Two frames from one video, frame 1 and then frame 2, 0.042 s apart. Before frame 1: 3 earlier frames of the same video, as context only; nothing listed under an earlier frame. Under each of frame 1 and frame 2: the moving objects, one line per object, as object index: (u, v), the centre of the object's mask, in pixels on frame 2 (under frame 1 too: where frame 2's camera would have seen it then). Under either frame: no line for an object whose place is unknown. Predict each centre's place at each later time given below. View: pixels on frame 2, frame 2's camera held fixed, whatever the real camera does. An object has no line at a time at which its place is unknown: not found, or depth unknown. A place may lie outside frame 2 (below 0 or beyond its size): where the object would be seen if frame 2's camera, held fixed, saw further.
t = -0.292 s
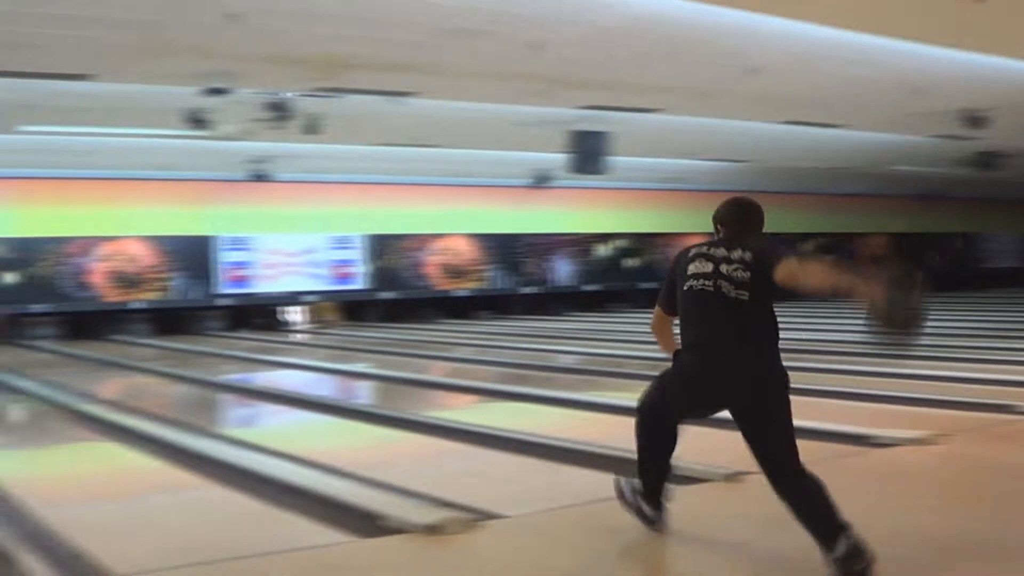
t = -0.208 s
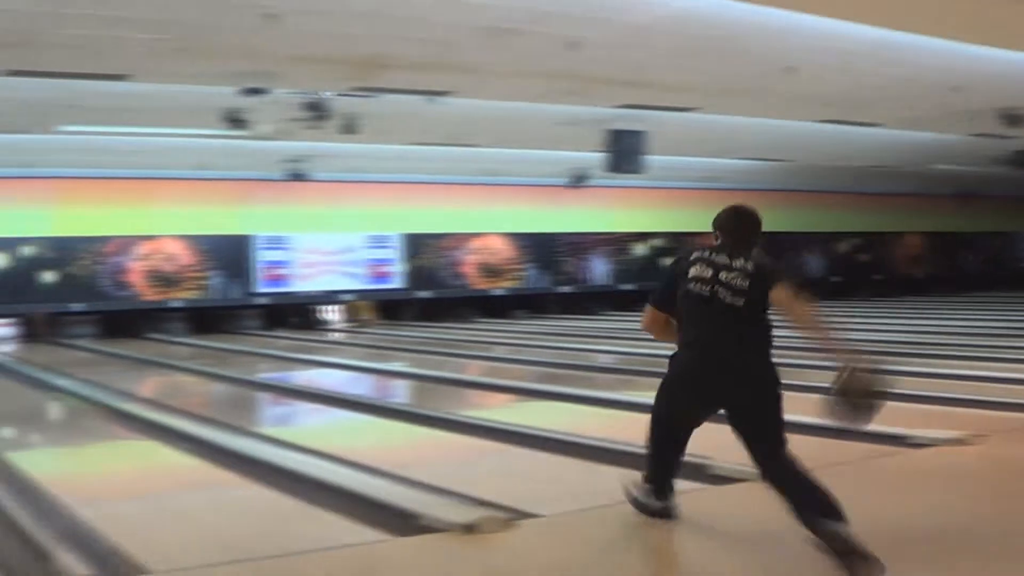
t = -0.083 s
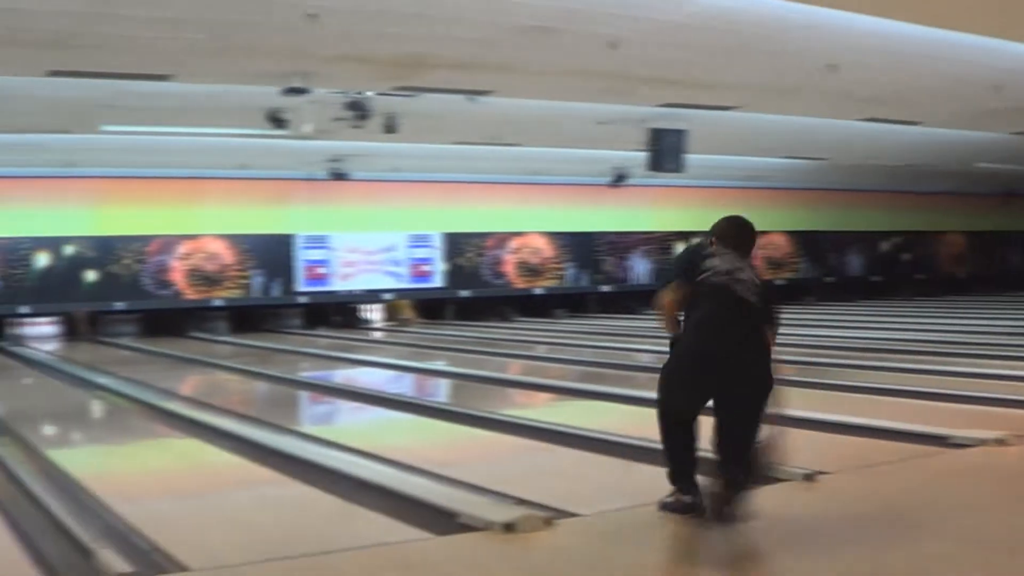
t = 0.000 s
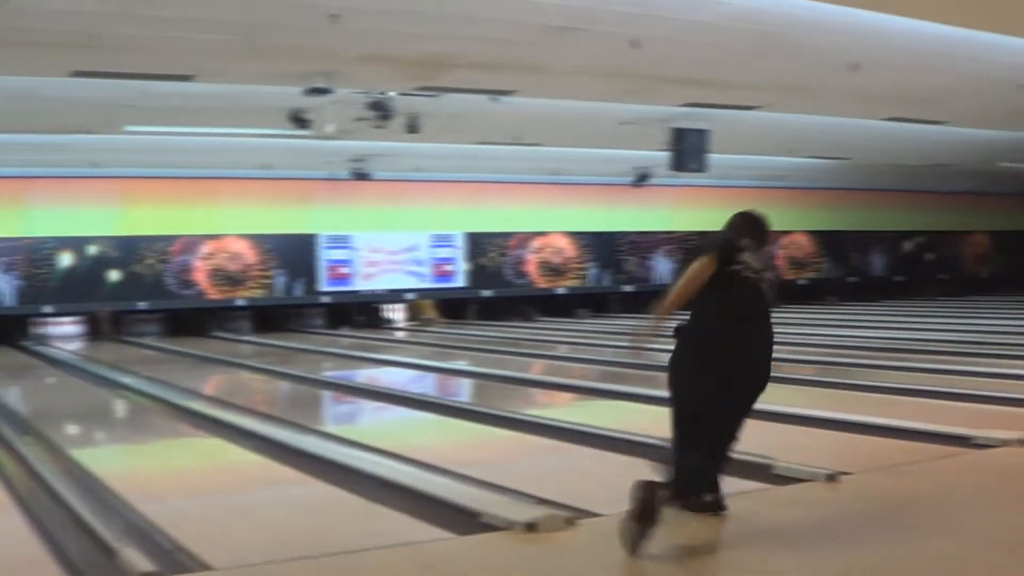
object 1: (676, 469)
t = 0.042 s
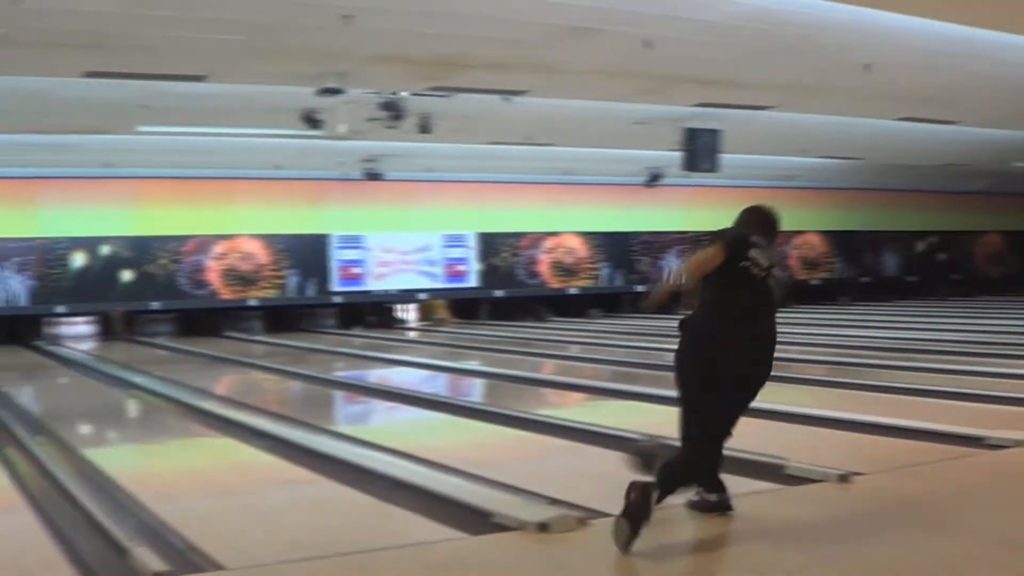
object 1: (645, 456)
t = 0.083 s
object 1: (615, 454)
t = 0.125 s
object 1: (586, 448)
